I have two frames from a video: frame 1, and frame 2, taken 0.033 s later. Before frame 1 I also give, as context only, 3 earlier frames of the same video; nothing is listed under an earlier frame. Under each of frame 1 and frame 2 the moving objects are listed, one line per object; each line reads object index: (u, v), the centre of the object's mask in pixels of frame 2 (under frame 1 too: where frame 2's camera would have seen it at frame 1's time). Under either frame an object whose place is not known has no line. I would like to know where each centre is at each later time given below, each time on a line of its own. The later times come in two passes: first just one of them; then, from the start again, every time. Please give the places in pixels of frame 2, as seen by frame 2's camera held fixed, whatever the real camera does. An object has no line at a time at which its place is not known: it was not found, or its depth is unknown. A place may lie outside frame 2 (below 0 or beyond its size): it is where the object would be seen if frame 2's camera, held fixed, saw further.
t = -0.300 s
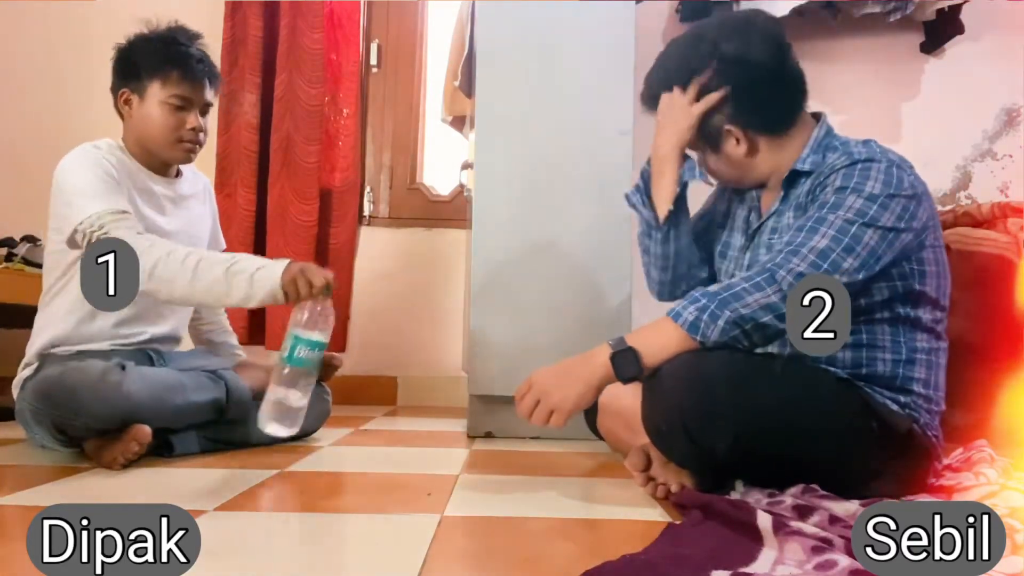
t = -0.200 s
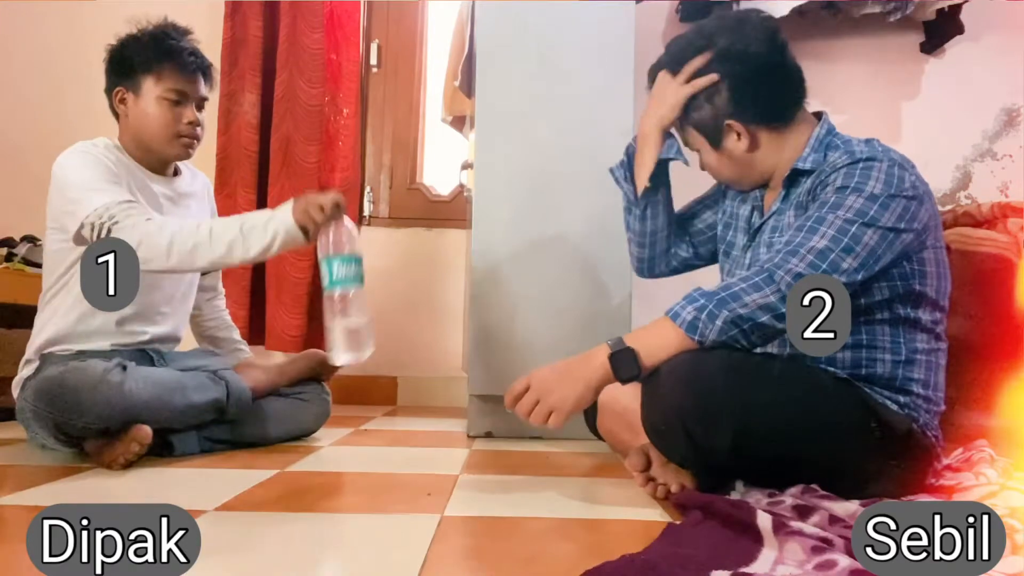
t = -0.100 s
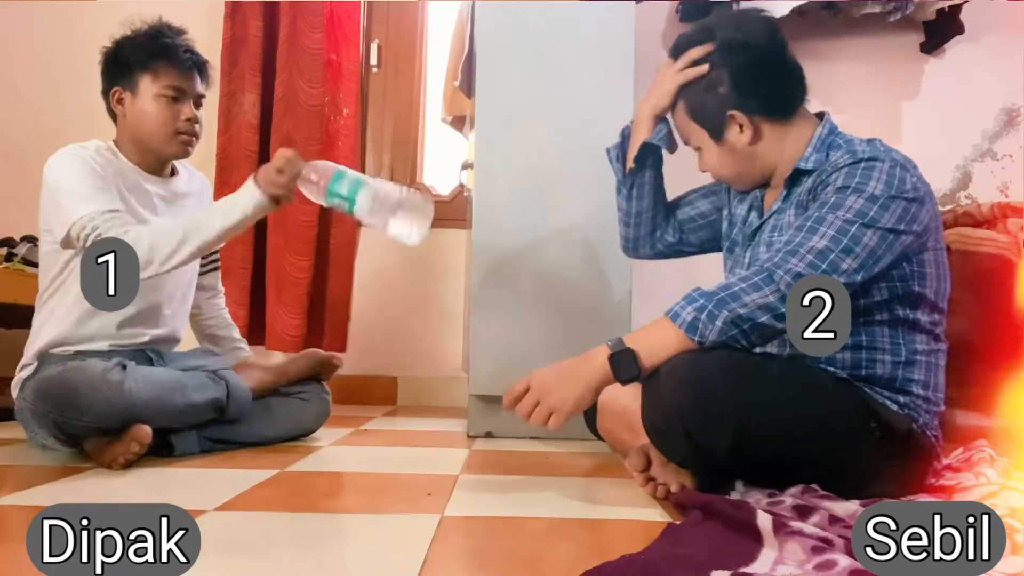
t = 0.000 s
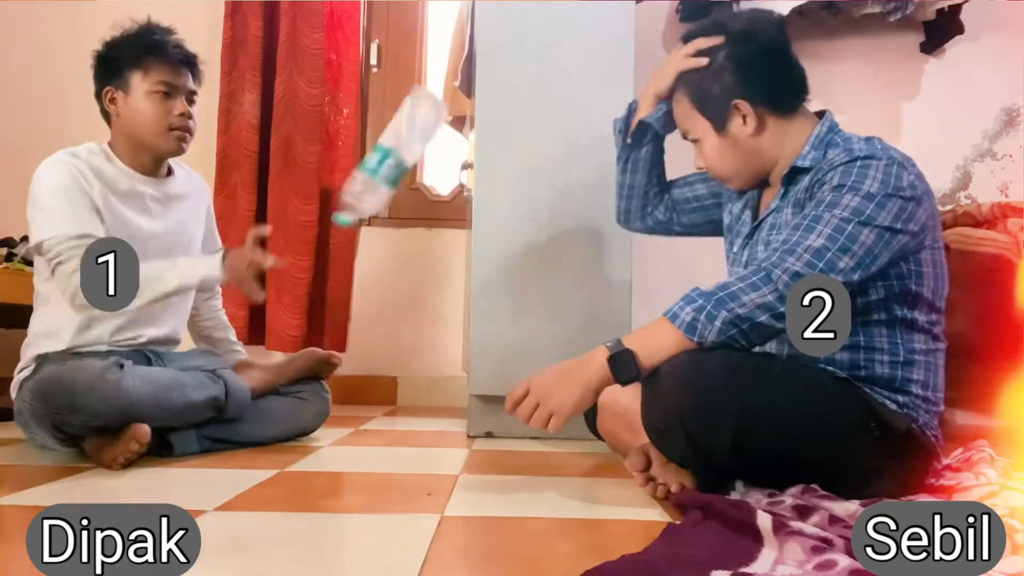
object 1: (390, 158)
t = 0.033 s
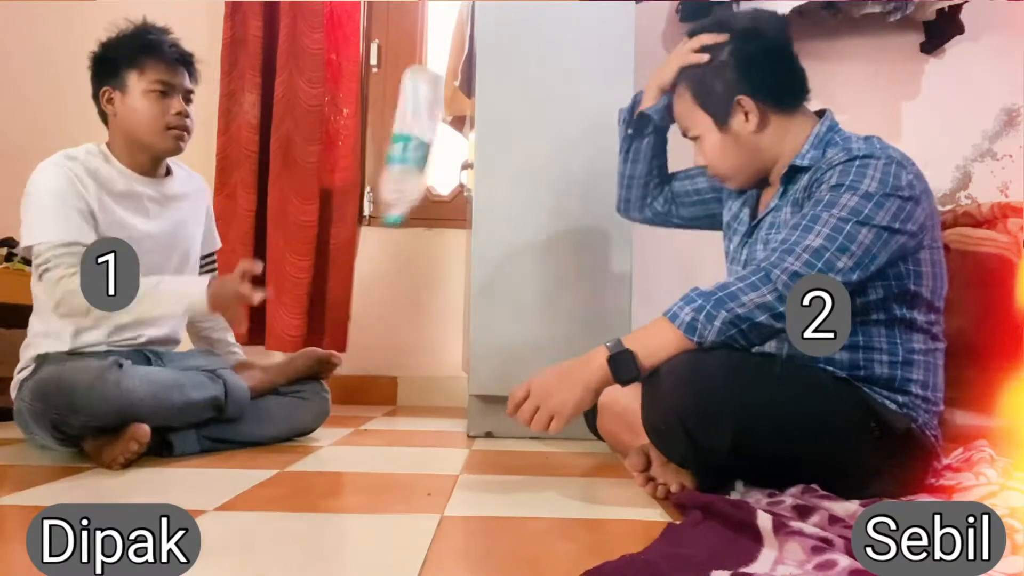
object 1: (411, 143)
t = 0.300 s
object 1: (462, 180)
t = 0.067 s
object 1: (427, 127)
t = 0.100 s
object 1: (441, 114)
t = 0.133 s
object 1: (450, 108)
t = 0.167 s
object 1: (454, 107)
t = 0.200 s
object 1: (457, 114)
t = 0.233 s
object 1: (459, 128)
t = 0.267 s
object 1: (460, 150)
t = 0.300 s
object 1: (462, 180)
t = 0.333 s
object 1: (463, 214)
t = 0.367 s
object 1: (465, 257)
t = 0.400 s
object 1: (467, 306)
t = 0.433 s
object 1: (467, 362)
